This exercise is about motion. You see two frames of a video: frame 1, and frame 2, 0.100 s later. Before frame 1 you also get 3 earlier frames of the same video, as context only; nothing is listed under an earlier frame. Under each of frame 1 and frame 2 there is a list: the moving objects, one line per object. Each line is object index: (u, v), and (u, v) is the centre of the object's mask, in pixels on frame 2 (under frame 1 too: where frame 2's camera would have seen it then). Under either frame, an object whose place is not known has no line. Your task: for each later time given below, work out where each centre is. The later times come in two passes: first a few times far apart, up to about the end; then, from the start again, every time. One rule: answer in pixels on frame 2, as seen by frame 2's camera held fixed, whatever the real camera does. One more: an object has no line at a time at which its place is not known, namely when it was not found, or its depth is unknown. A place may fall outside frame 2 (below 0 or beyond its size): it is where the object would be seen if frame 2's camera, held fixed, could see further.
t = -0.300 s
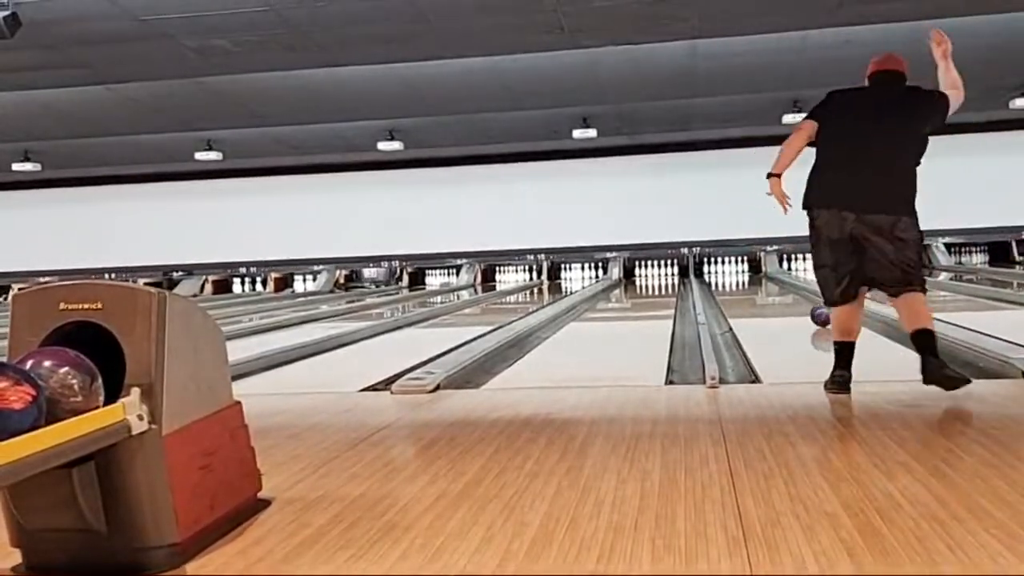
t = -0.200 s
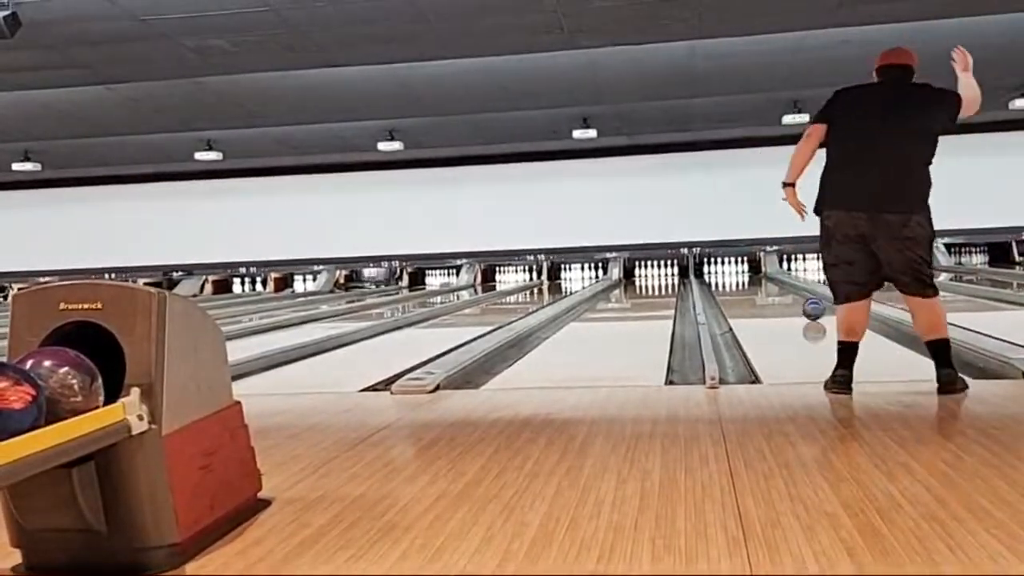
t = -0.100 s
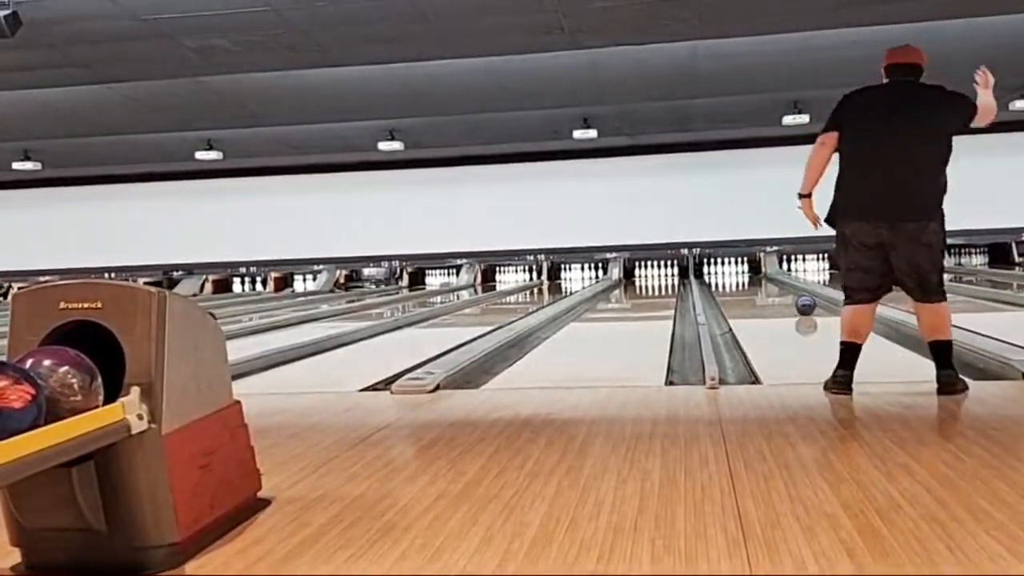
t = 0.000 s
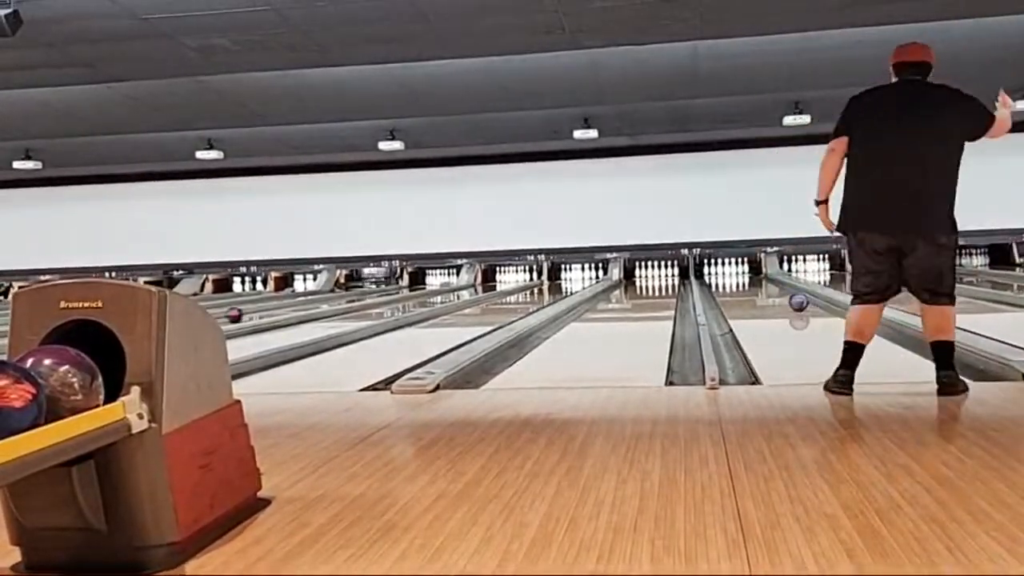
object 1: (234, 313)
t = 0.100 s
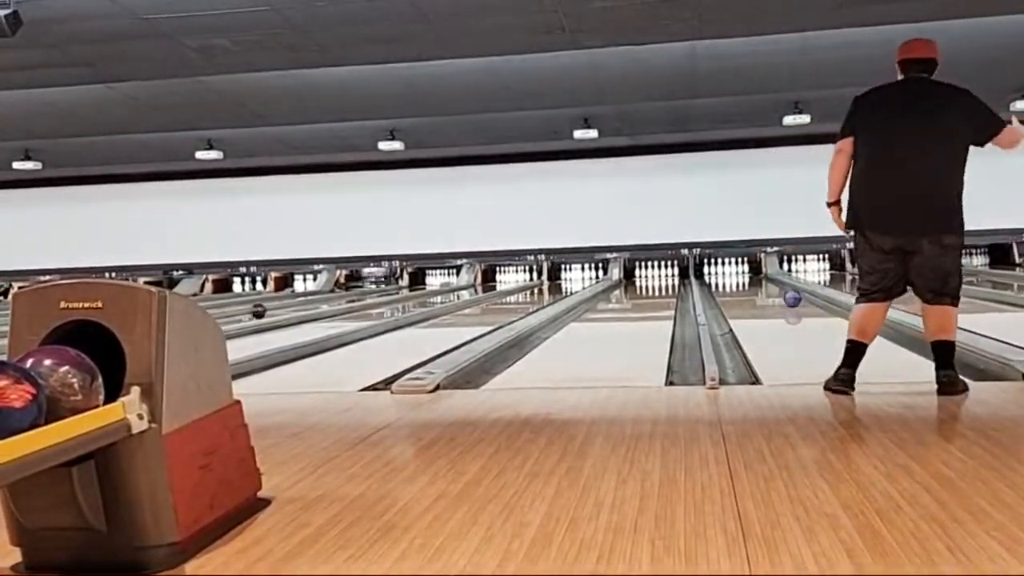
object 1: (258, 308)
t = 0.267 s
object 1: (293, 304)
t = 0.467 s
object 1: (327, 299)
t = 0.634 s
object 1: (352, 295)
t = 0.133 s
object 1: (265, 308)
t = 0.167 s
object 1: (272, 307)
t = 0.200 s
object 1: (280, 305)
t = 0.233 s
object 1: (286, 305)
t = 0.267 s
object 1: (293, 304)
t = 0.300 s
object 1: (299, 303)
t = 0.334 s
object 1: (305, 302)
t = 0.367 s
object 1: (311, 301)
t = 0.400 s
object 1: (317, 300)
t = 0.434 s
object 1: (322, 299)
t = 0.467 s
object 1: (327, 299)
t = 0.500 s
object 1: (331, 298)
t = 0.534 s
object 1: (337, 297)
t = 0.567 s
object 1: (342, 296)
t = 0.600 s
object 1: (348, 294)
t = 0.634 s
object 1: (352, 295)
